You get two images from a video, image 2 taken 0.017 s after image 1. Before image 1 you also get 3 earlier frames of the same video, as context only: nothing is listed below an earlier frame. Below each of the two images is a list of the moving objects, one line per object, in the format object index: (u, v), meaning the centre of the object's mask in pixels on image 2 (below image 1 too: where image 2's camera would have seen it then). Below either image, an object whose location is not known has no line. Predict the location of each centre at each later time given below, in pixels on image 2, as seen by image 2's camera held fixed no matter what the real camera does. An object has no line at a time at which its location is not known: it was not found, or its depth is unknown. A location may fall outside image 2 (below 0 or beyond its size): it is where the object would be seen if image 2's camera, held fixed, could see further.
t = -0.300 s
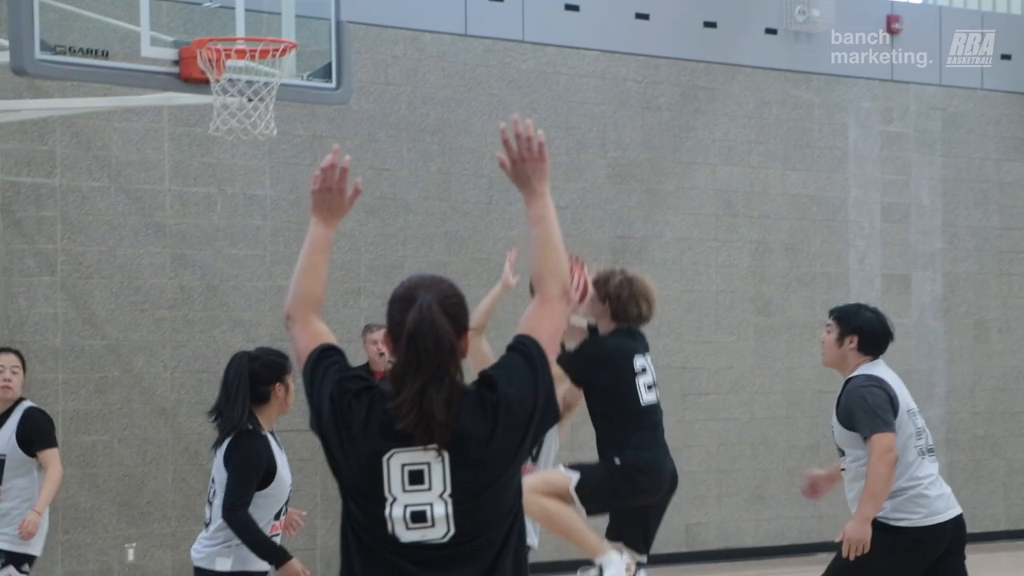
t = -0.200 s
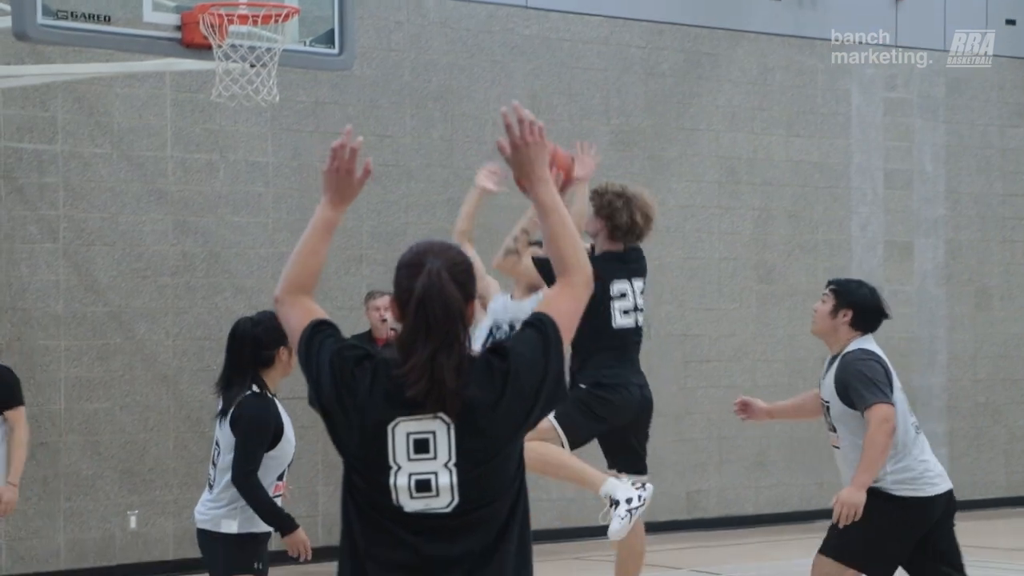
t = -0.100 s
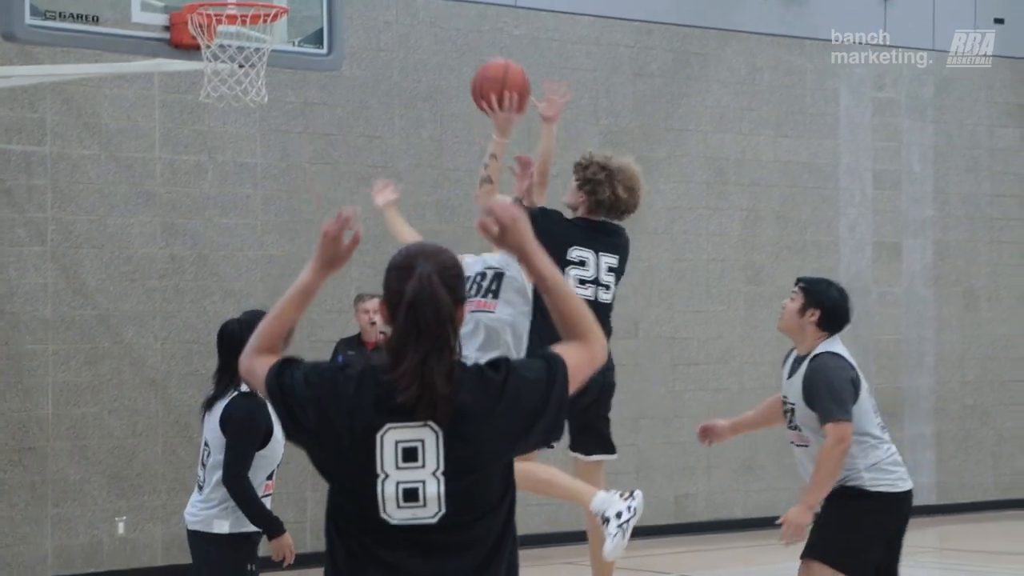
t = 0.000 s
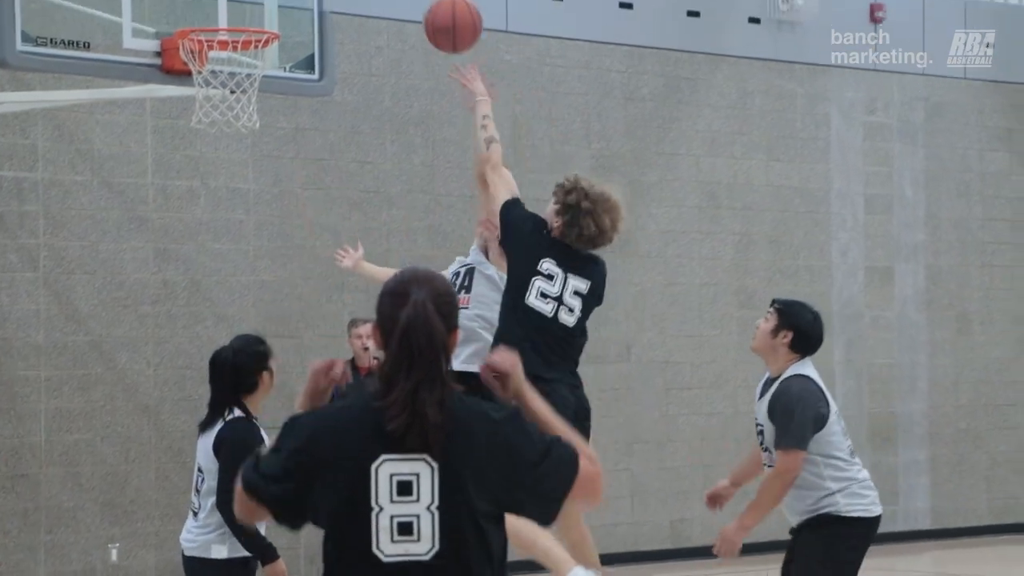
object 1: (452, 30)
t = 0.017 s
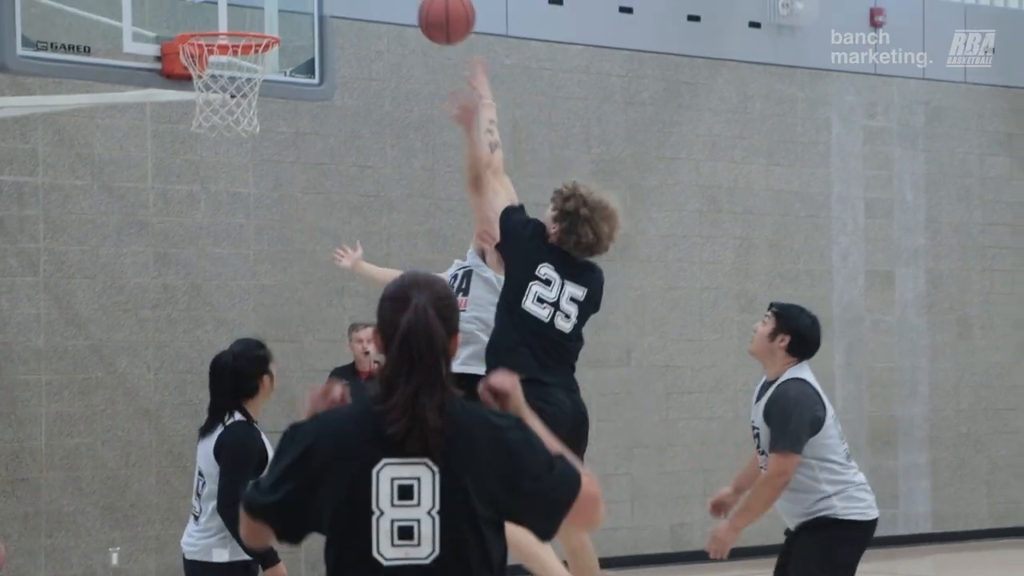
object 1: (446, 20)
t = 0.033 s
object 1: (439, 14)
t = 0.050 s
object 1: (432, 8)
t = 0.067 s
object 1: (425, 2)
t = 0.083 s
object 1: (417, -3)
